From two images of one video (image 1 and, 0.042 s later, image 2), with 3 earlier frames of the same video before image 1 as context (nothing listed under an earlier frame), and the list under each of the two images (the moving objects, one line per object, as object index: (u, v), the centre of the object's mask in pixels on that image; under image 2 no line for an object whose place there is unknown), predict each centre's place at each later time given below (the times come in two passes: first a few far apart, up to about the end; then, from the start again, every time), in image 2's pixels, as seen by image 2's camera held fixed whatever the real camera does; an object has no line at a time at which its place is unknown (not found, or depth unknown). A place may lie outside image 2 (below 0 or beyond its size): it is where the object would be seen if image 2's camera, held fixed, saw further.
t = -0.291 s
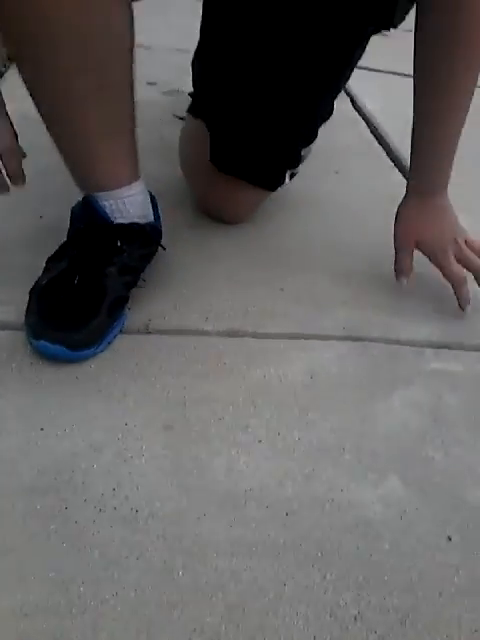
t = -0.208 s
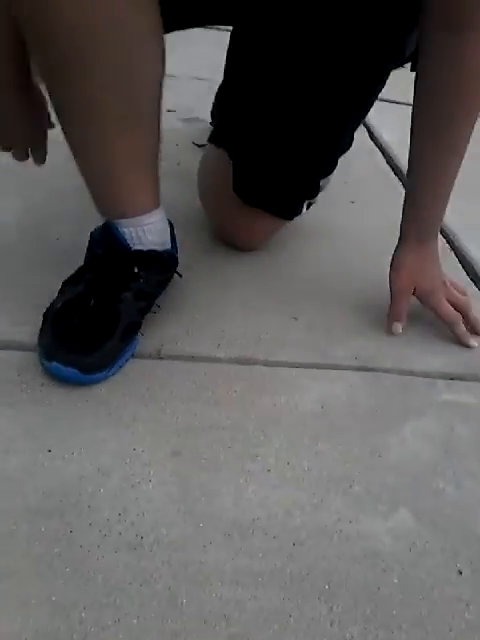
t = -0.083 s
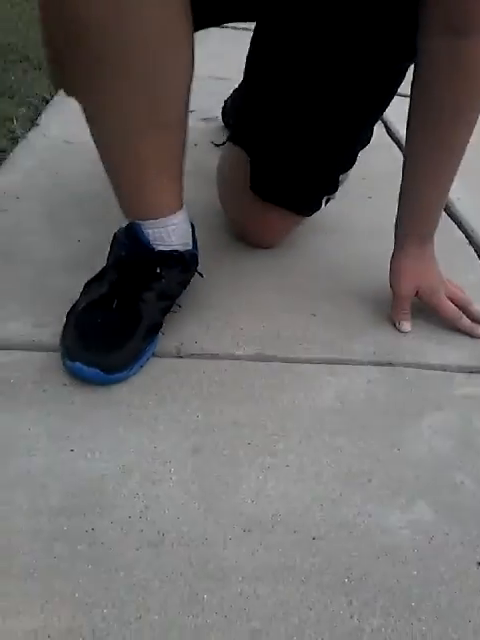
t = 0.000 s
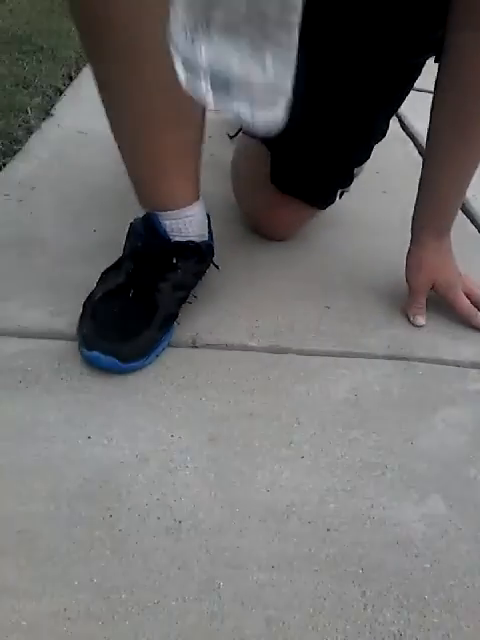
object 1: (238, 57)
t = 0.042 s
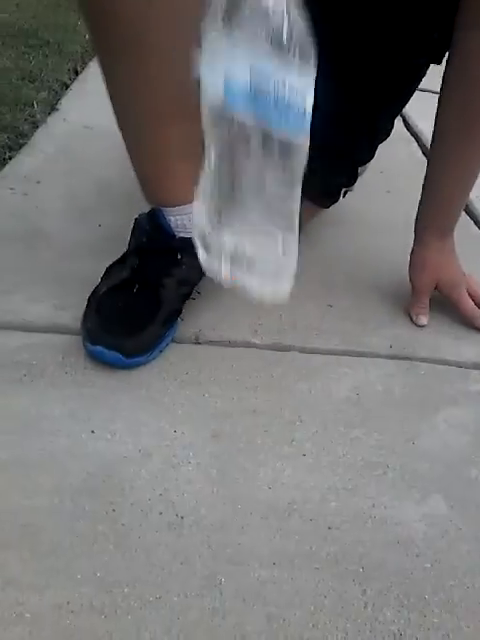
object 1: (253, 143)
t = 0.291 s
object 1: (264, 442)
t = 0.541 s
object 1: (292, 416)
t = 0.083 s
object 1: (246, 303)
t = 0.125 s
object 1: (238, 456)
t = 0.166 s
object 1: (240, 462)
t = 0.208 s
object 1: (251, 460)
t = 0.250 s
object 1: (260, 448)
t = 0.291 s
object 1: (264, 442)
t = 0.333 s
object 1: (268, 437)
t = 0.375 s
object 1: (273, 431)
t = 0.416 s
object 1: (279, 426)
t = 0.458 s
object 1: (284, 421)
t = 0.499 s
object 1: (288, 418)
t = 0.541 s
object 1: (292, 416)
